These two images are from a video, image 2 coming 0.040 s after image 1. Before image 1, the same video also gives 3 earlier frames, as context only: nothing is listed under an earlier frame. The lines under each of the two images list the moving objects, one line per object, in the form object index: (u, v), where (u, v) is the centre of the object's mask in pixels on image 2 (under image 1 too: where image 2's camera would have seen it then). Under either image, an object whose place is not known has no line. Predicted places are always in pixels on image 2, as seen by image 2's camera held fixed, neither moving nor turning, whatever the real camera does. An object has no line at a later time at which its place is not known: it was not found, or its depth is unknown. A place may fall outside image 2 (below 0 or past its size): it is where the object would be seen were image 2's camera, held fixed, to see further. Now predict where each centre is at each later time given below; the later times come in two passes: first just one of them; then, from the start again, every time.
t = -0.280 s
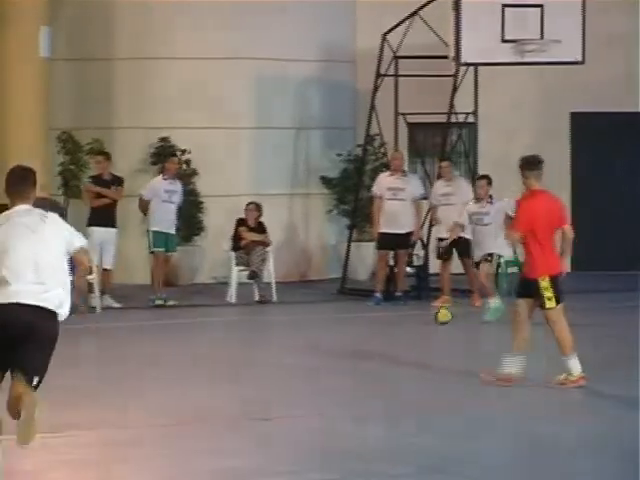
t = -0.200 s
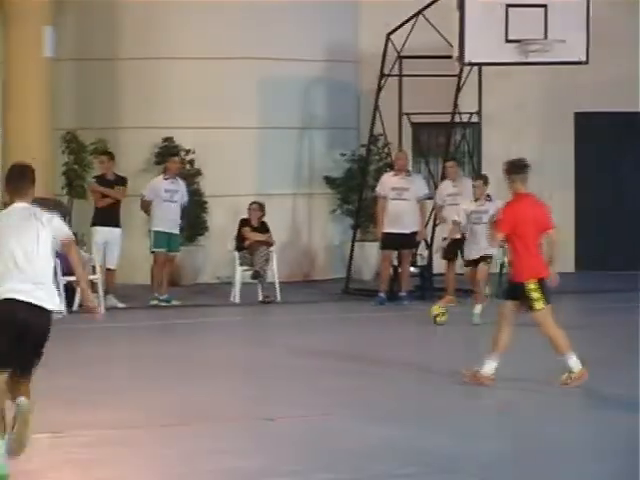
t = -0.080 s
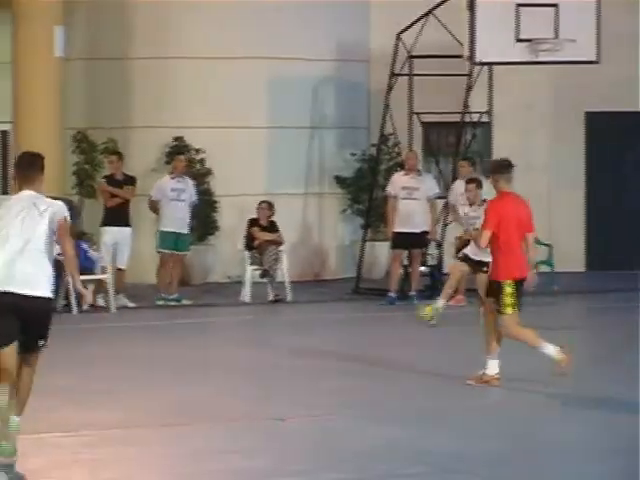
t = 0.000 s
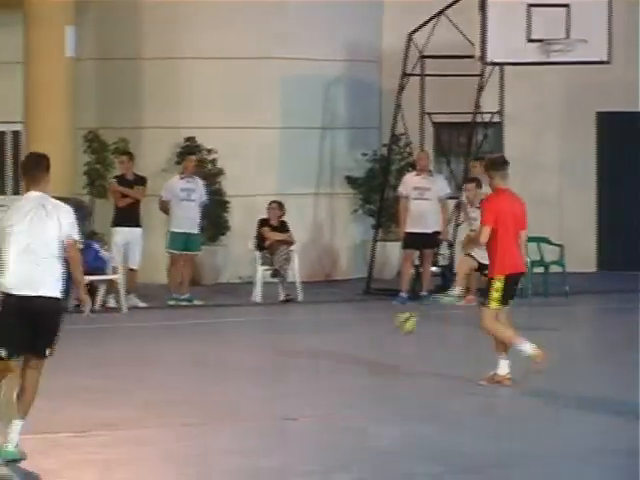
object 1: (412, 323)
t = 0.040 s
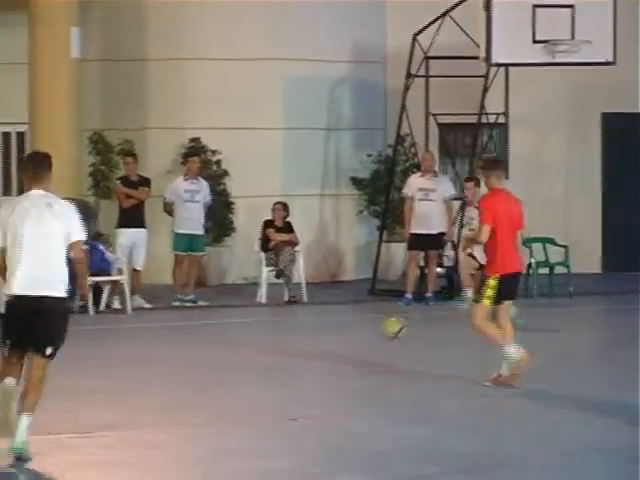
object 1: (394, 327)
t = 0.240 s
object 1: (301, 345)
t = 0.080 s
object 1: (378, 331)
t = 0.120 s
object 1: (359, 334)
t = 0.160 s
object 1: (341, 336)
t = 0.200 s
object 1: (321, 341)
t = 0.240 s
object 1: (301, 345)
